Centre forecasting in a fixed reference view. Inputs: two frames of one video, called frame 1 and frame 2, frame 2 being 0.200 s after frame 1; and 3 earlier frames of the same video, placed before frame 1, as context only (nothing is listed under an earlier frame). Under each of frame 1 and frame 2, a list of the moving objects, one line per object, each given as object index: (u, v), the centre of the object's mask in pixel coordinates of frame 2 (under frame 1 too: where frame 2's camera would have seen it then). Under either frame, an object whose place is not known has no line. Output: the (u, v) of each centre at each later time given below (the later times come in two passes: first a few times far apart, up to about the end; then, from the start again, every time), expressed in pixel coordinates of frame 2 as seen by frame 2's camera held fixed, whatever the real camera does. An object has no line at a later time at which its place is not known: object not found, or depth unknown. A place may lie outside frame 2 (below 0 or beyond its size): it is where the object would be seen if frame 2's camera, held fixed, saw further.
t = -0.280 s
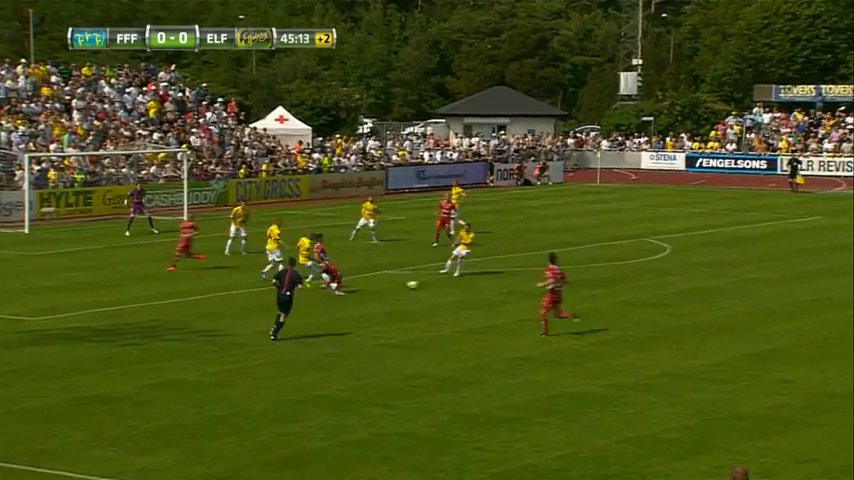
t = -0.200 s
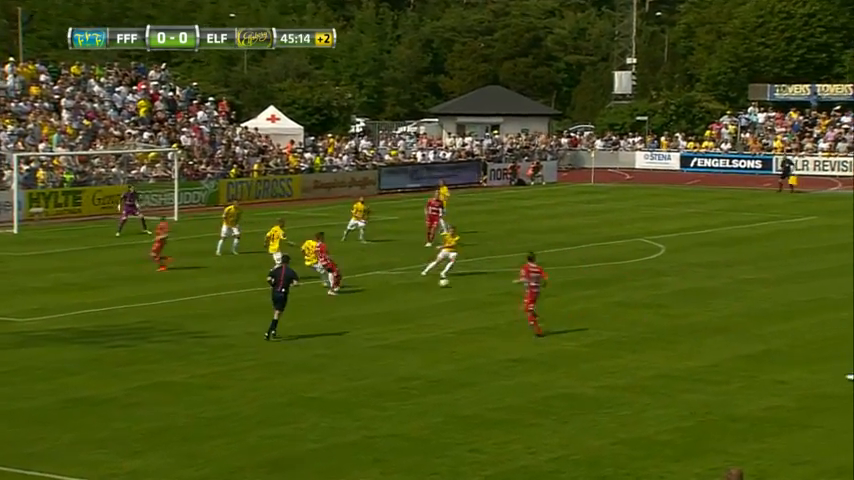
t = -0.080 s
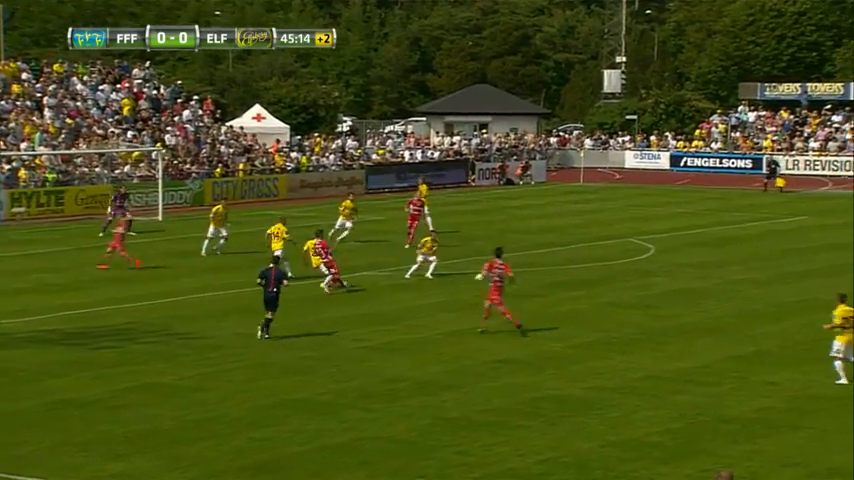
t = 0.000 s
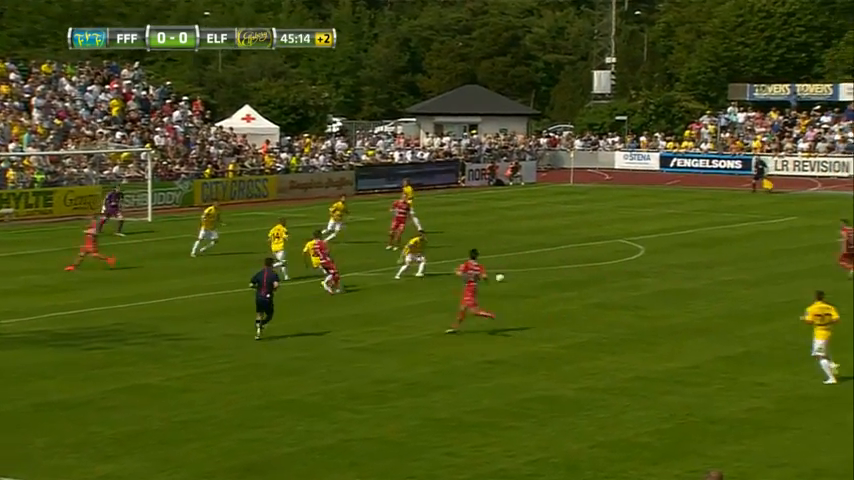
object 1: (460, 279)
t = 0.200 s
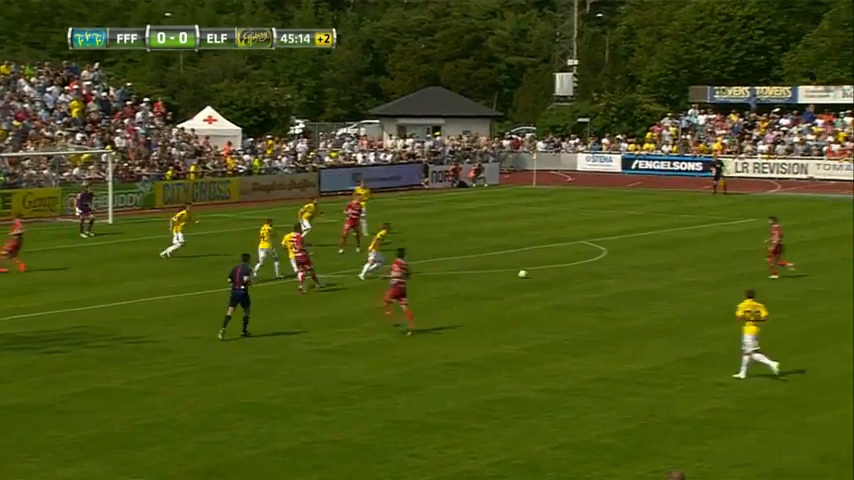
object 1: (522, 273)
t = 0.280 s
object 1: (543, 272)
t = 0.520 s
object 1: (603, 265)
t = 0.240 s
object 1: (533, 273)
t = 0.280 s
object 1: (543, 272)
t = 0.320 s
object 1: (554, 270)
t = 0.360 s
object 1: (564, 269)
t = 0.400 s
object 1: (575, 268)
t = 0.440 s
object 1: (585, 267)
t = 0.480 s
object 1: (594, 266)
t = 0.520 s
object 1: (603, 265)
